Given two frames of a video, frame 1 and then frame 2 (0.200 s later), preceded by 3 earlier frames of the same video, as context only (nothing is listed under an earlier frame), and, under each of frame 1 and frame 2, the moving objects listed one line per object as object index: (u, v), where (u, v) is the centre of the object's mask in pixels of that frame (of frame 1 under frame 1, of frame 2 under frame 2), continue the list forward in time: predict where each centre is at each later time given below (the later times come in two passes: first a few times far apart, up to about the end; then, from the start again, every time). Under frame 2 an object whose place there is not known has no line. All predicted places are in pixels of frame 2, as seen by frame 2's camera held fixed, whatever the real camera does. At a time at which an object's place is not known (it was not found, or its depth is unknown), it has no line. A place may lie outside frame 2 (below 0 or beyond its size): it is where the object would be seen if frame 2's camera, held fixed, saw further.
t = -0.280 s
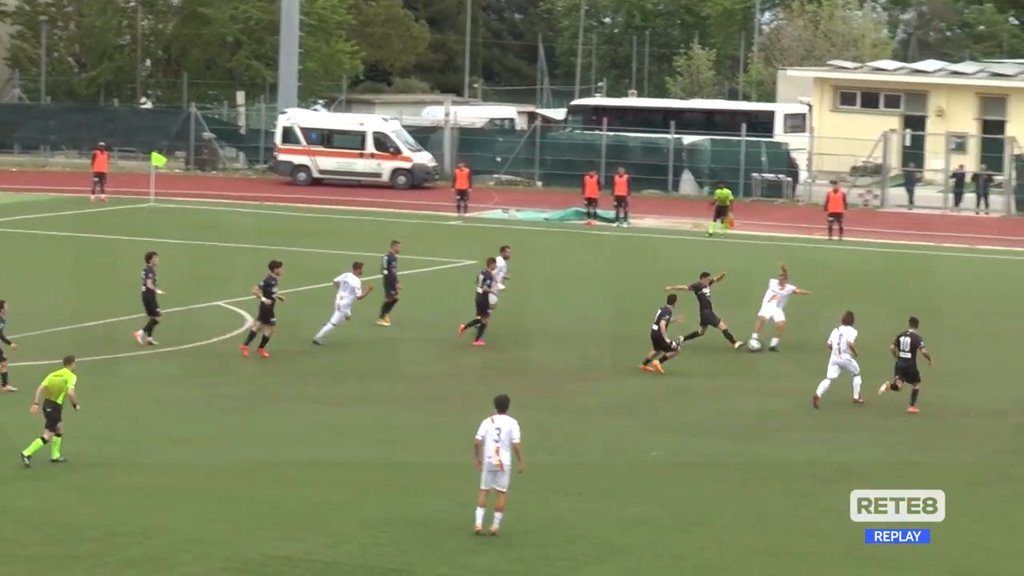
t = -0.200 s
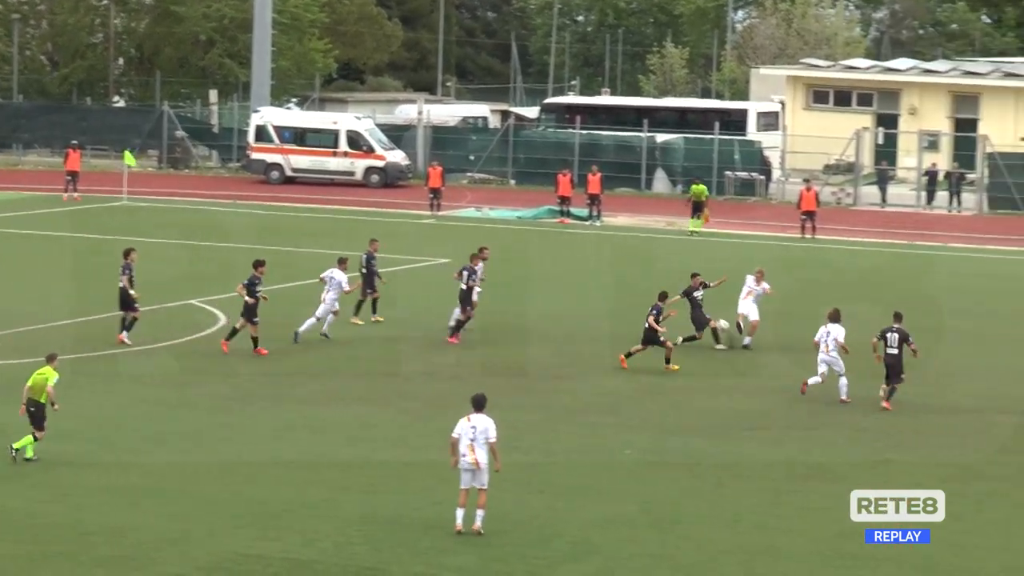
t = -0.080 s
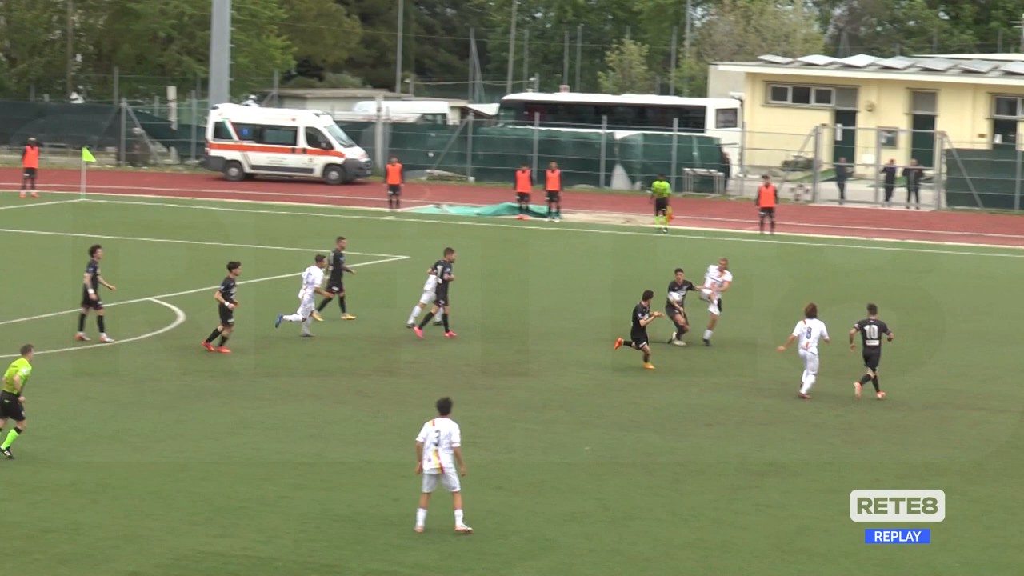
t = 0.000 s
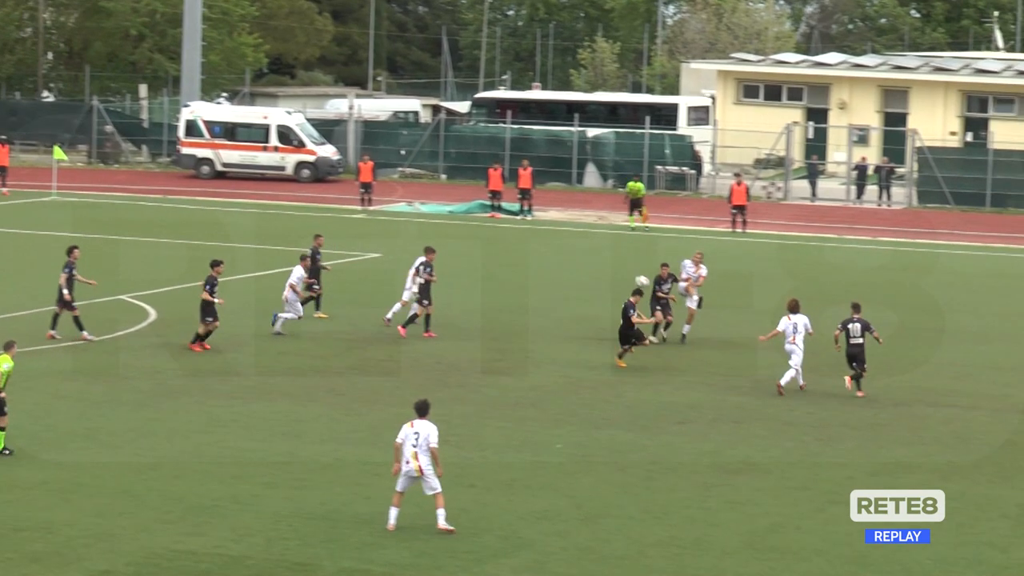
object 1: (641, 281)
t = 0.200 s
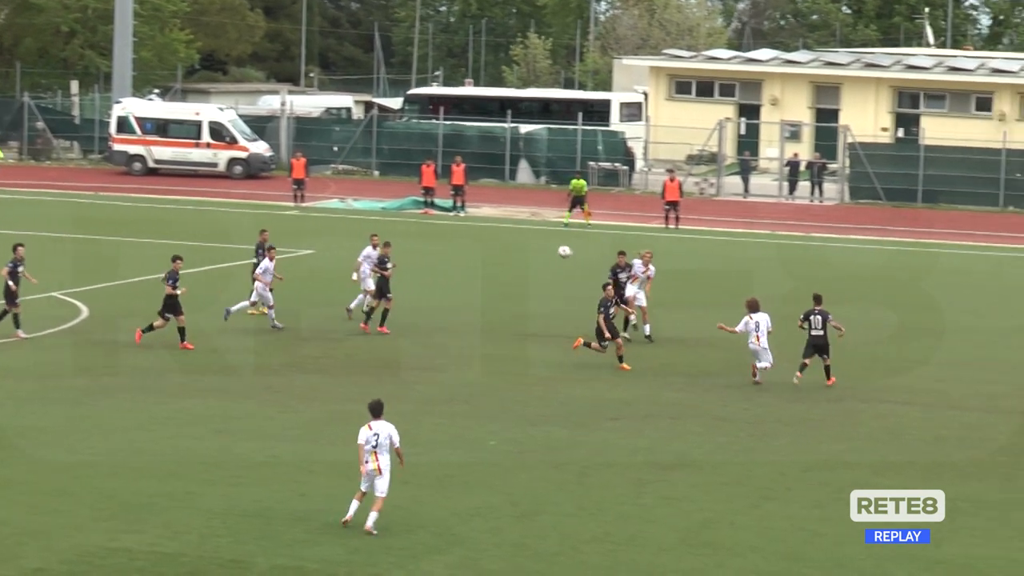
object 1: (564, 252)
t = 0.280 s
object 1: (561, 245)
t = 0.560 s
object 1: (549, 241)
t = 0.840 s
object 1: (535, 275)
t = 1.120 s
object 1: (515, 352)
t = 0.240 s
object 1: (563, 248)
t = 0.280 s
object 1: (561, 245)
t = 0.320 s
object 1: (559, 243)
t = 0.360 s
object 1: (557, 241)
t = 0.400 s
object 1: (556, 240)
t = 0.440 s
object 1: (554, 239)
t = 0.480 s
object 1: (552, 239)
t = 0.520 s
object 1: (551, 240)
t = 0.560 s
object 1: (549, 241)
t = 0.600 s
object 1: (547, 244)
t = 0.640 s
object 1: (545, 247)
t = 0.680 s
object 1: (544, 251)
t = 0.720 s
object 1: (542, 255)
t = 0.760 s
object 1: (540, 261)
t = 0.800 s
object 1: (538, 267)
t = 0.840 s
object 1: (535, 275)
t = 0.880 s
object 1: (533, 283)
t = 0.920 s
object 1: (530, 291)
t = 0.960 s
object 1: (528, 302)
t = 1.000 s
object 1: (525, 313)
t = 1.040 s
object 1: (522, 325)
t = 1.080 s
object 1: (520, 339)
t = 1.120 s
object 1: (515, 352)
